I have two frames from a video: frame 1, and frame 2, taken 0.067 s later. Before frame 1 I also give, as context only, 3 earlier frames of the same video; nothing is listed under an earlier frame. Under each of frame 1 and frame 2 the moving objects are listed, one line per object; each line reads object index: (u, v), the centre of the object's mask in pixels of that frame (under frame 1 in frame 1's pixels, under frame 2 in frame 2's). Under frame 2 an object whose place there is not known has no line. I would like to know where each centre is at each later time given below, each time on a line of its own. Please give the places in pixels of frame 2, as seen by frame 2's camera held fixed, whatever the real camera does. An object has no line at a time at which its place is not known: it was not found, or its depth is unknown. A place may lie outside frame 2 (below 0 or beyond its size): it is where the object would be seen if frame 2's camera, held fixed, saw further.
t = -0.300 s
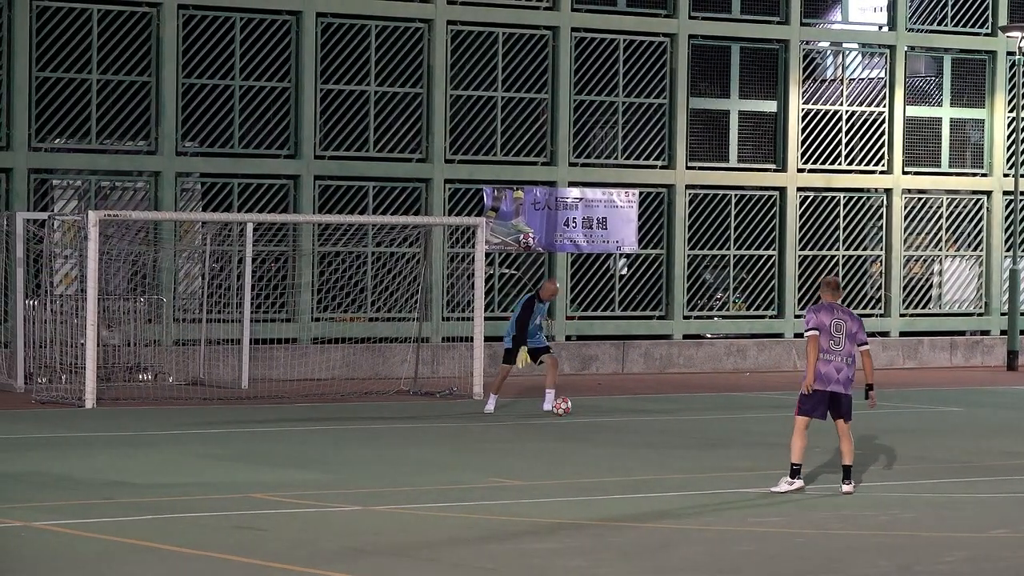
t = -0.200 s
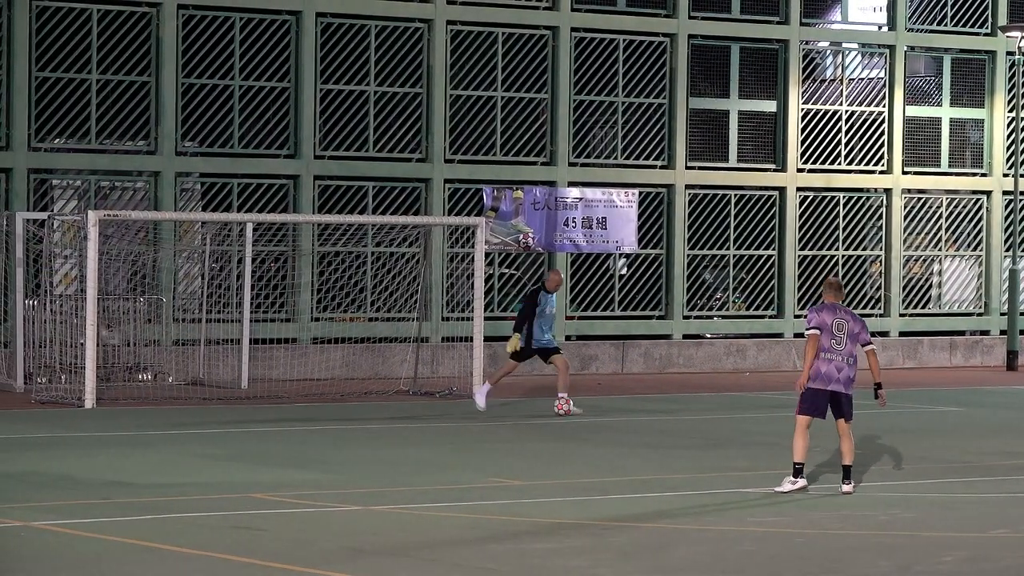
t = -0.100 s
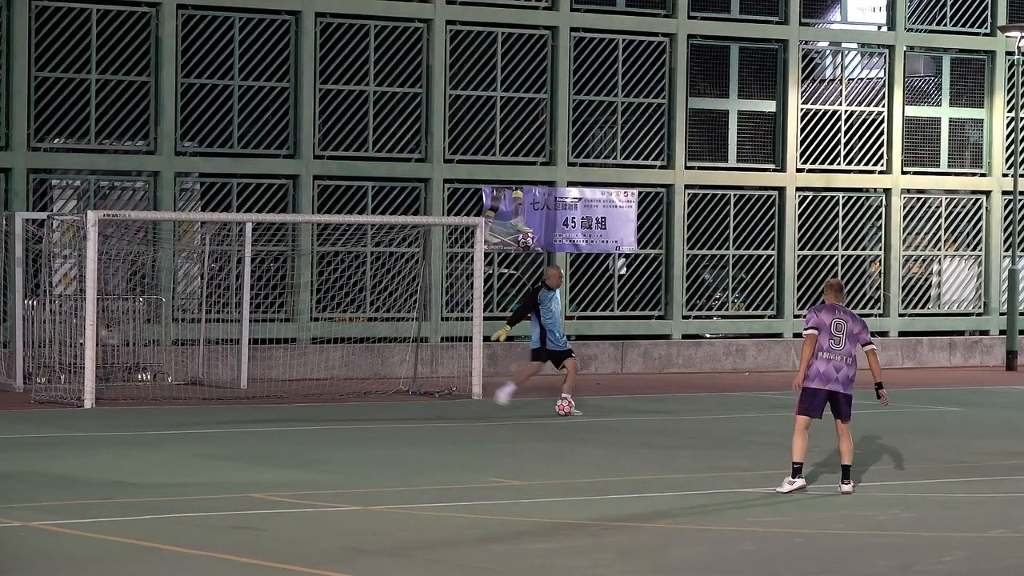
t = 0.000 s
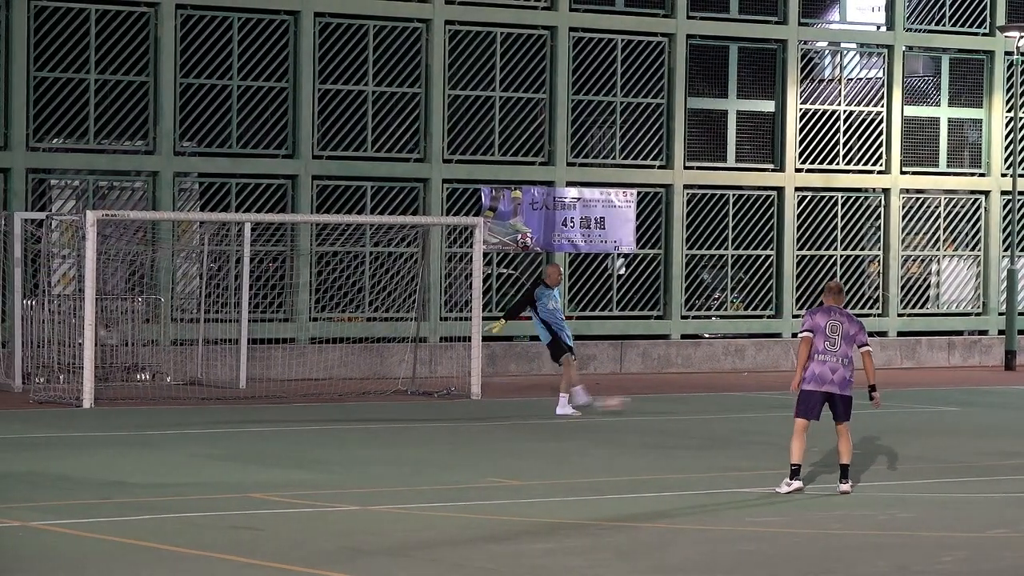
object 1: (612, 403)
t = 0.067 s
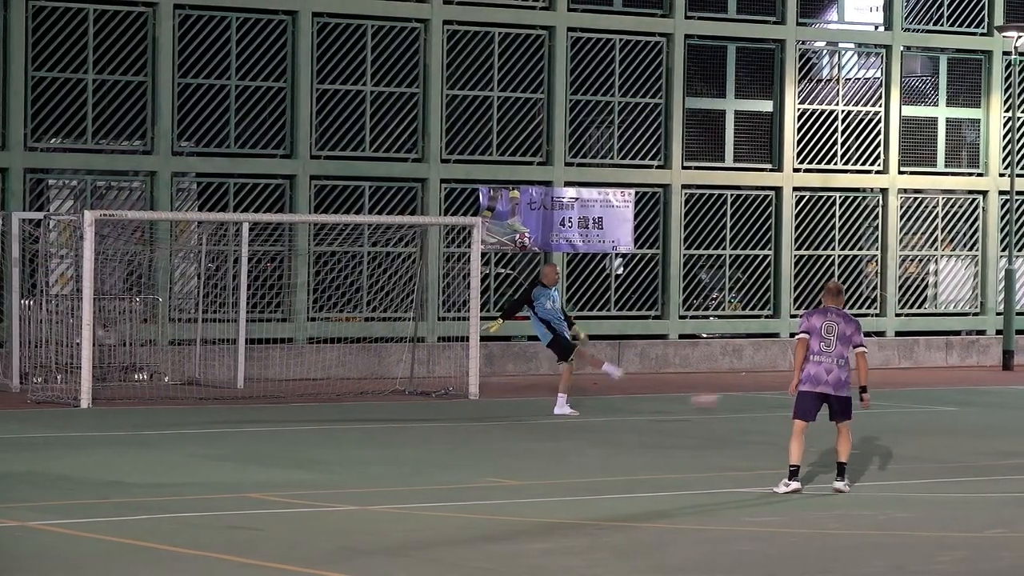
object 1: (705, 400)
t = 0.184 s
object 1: (869, 405)
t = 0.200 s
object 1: (890, 407)
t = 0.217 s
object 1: (913, 409)
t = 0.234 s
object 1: (939, 412)
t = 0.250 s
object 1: (962, 414)
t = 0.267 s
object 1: (983, 417)
